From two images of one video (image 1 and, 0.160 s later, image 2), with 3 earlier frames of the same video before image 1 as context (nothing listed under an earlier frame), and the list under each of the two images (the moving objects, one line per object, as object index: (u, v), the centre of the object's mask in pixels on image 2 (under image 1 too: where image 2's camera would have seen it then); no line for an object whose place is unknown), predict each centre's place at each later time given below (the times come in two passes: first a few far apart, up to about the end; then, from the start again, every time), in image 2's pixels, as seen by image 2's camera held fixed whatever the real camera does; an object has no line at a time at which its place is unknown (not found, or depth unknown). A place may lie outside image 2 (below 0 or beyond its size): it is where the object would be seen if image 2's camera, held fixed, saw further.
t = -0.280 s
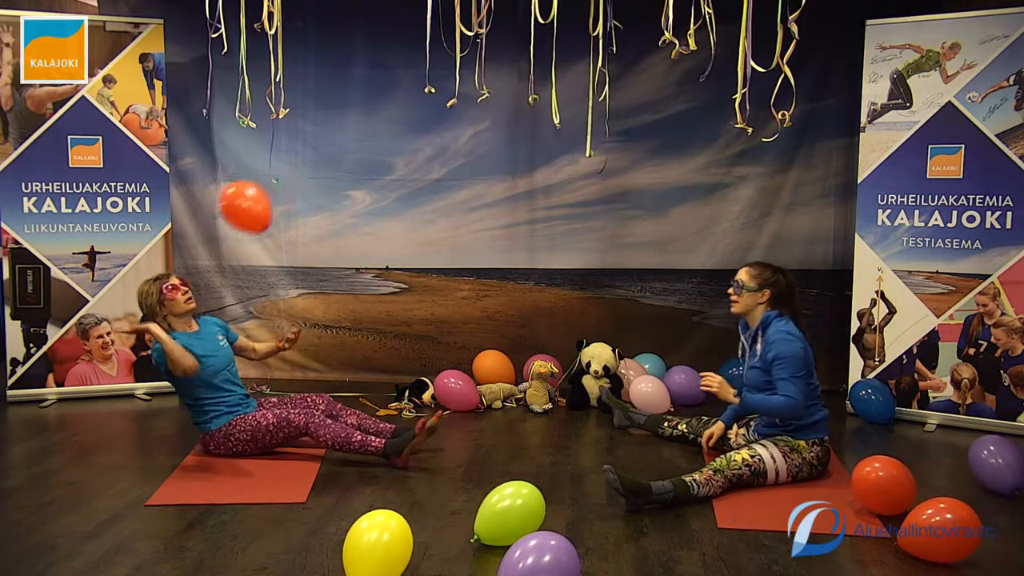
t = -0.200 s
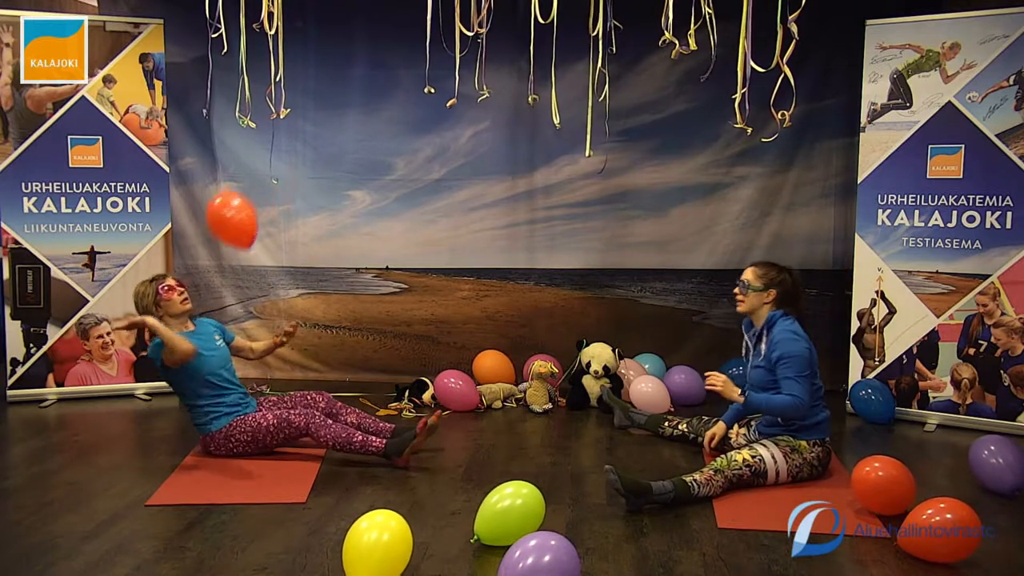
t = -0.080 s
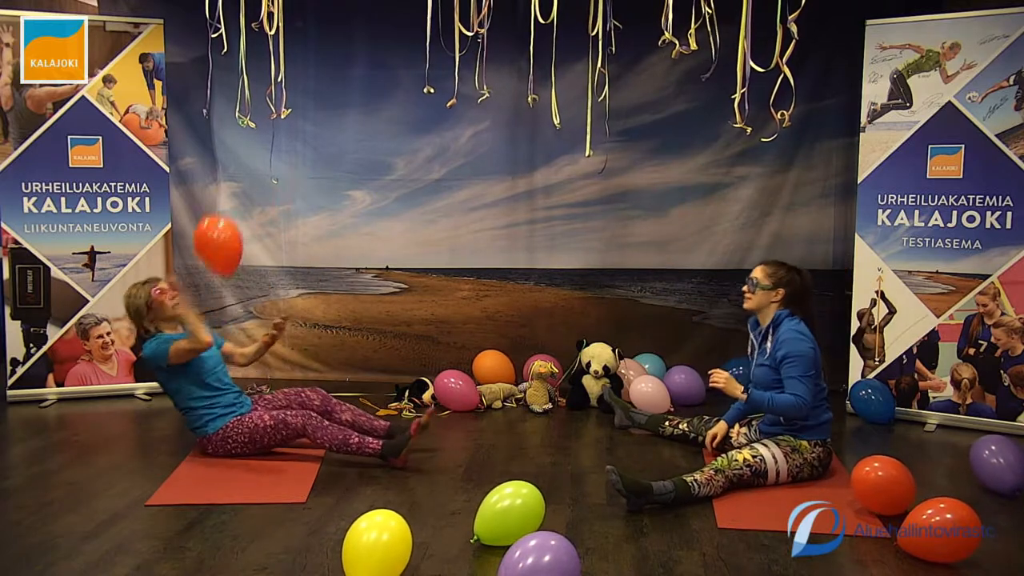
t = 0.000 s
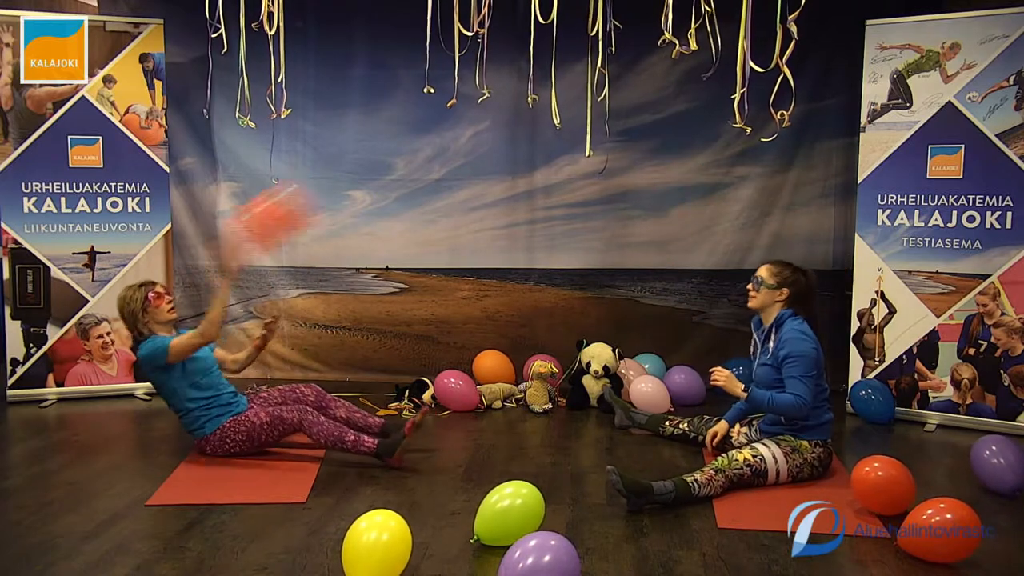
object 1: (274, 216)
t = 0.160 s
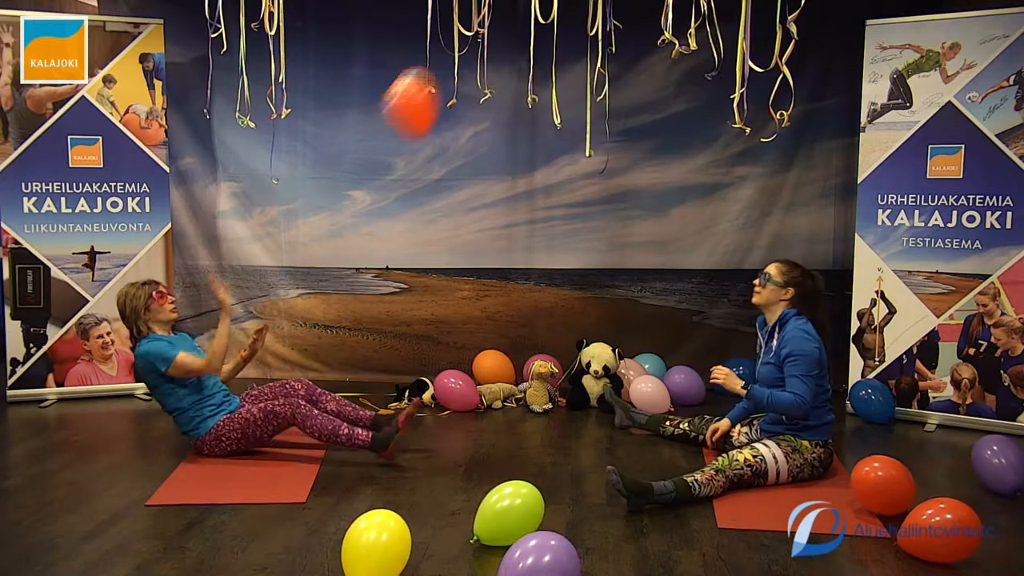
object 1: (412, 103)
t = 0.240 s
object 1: (433, 69)
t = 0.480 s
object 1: (444, 36)
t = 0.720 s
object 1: (474, 35)
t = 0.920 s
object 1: (502, 49)
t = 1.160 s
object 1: (526, 91)
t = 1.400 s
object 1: (540, 148)
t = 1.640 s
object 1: (537, 214)
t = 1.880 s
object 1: (521, 290)
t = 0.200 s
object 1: (426, 84)
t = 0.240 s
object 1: (433, 69)
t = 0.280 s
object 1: (437, 57)
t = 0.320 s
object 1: (439, 47)
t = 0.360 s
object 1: (439, 42)
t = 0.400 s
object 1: (439, 39)
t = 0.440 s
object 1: (442, 37)
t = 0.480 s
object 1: (444, 36)
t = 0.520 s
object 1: (448, 35)
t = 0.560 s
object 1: (452, 34)
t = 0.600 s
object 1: (457, 34)
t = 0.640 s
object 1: (463, 34)
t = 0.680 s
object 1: (468, 34)
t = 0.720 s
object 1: (474, 35)
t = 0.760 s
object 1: (480, 36)
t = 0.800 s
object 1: (486, 38)
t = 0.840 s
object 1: (491, 41)
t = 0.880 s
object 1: (497, 45)
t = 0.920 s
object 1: (502, 49)
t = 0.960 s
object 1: (507, 55)
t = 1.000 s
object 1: (511, 61)
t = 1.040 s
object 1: (515, 68)
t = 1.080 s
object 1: (520, 75)
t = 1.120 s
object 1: (523, 83)
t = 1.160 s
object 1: (526, 91)
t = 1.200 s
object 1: (529, 100)
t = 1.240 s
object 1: (532, 110)
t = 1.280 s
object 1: (534, 119)
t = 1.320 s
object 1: (537, 129)
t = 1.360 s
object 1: (539, 139)
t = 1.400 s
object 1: (540, 148)
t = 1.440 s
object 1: (541, 159)
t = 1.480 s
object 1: (541, 170)
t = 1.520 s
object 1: (541, 180)
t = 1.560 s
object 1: (540, 191)
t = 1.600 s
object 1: (539, 203)
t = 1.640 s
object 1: (537, 214)
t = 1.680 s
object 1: (534, 225)
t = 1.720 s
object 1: (532, 237)
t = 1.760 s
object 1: (529, 251)
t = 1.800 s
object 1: (526, 263)
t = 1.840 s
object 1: (523, 277)
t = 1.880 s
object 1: (521, 290)
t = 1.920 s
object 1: (518, 304)
